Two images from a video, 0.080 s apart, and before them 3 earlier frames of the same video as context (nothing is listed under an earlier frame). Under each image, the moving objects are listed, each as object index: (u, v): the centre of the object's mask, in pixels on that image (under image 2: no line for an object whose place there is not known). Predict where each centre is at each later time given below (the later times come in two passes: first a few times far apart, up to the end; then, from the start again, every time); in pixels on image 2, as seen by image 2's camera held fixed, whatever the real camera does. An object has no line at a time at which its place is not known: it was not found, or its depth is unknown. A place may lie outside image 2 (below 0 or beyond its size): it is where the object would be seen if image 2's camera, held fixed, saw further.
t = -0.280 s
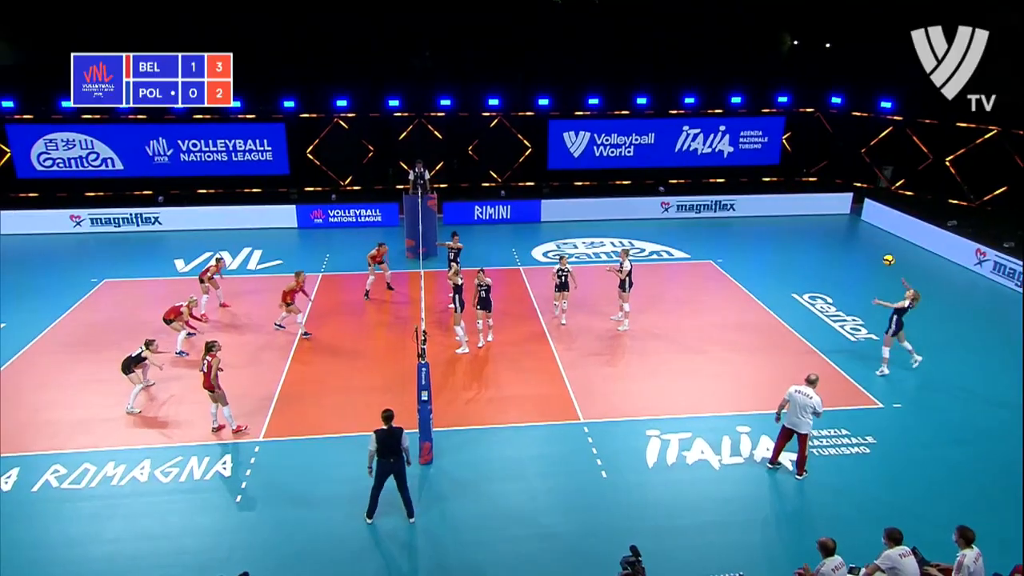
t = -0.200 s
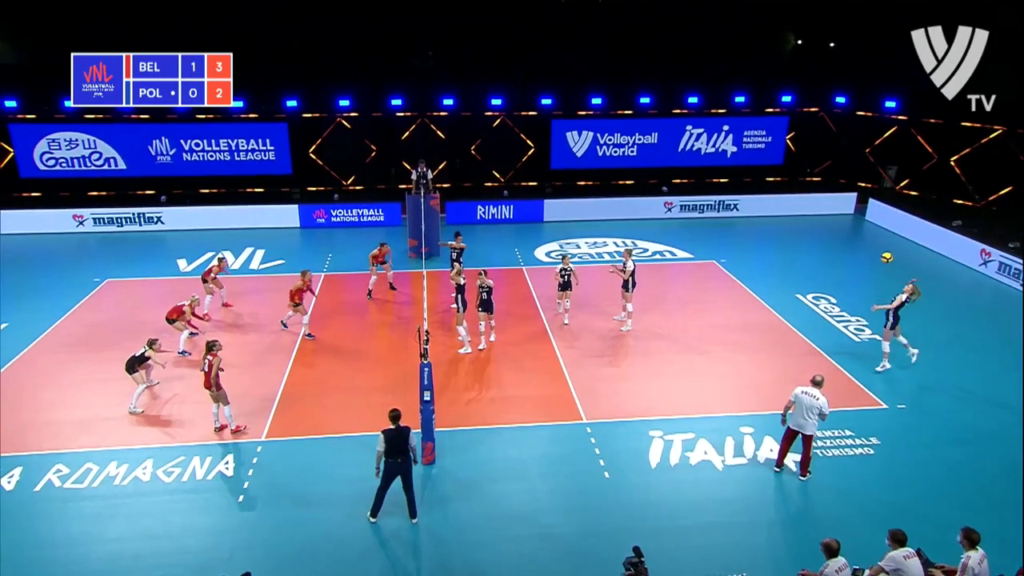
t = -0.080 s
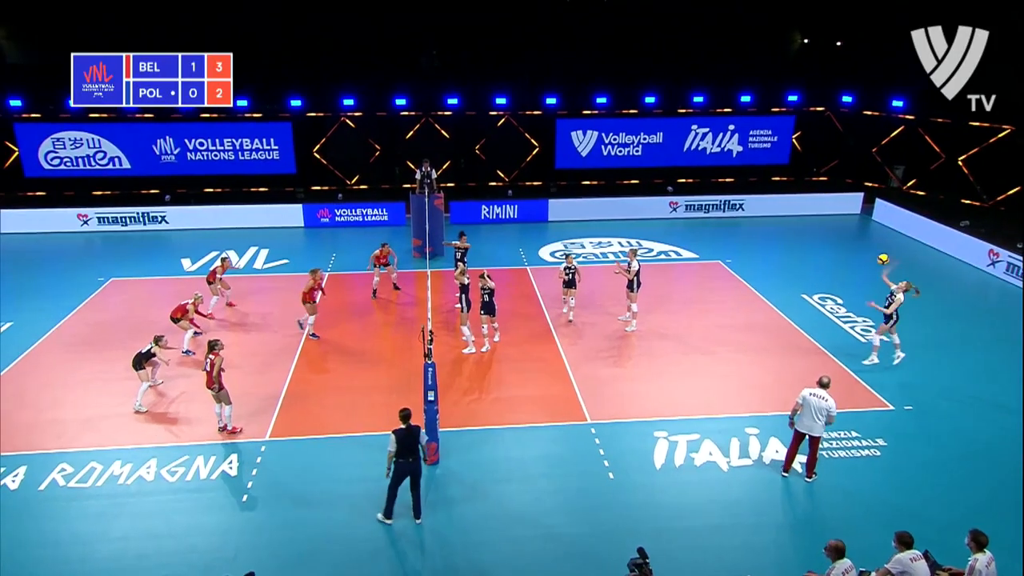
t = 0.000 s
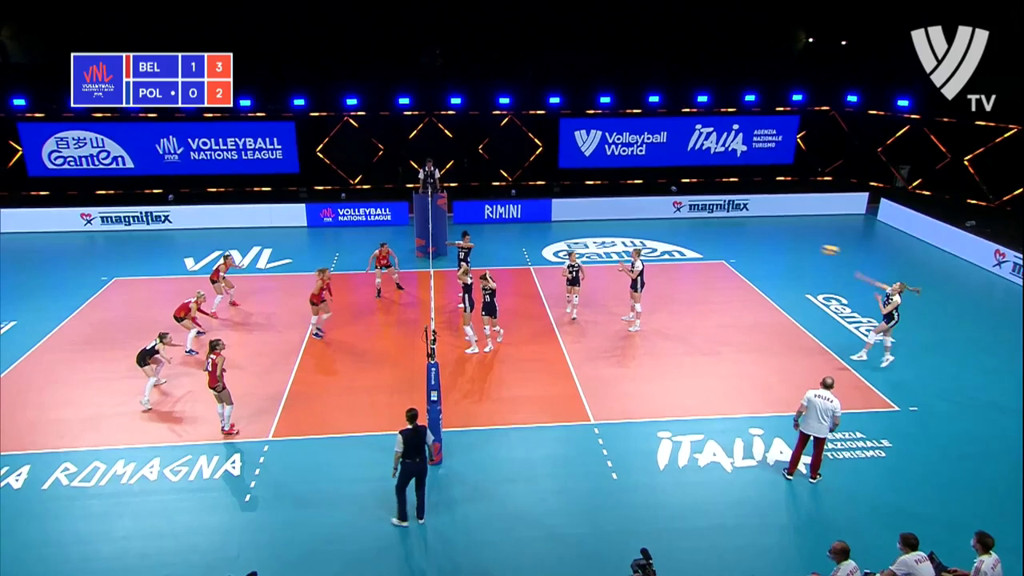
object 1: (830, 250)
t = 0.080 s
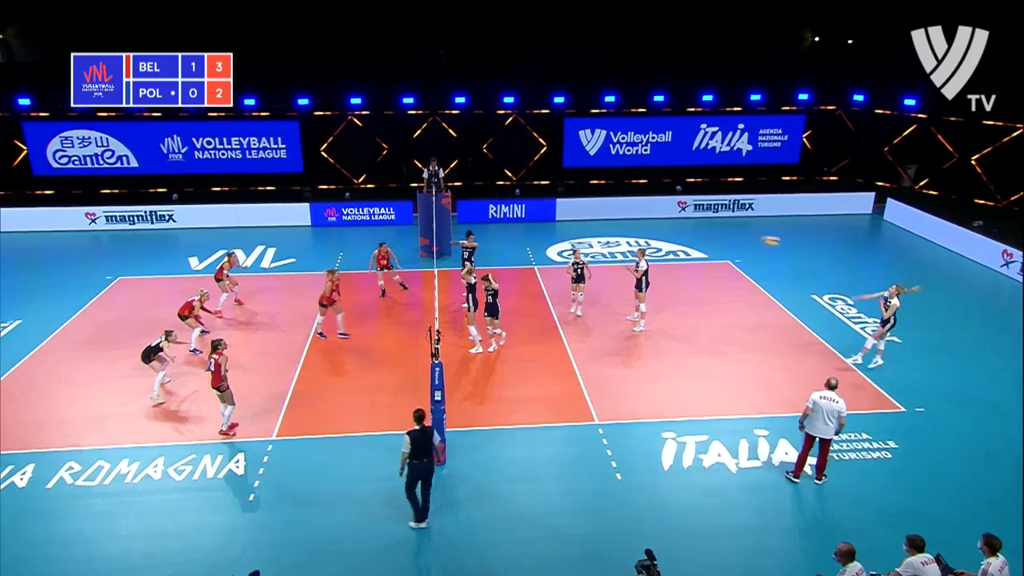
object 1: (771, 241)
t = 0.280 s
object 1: (616, 227)
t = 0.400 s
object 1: (526, 227)
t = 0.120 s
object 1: (739, 237)
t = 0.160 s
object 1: (707, 234)
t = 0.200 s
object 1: (675, 231)
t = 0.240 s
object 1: (646, 229)
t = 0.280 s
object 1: (616, 227)
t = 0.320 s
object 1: (586, 226)
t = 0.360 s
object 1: (555, 226)
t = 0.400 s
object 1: (526, 227)
